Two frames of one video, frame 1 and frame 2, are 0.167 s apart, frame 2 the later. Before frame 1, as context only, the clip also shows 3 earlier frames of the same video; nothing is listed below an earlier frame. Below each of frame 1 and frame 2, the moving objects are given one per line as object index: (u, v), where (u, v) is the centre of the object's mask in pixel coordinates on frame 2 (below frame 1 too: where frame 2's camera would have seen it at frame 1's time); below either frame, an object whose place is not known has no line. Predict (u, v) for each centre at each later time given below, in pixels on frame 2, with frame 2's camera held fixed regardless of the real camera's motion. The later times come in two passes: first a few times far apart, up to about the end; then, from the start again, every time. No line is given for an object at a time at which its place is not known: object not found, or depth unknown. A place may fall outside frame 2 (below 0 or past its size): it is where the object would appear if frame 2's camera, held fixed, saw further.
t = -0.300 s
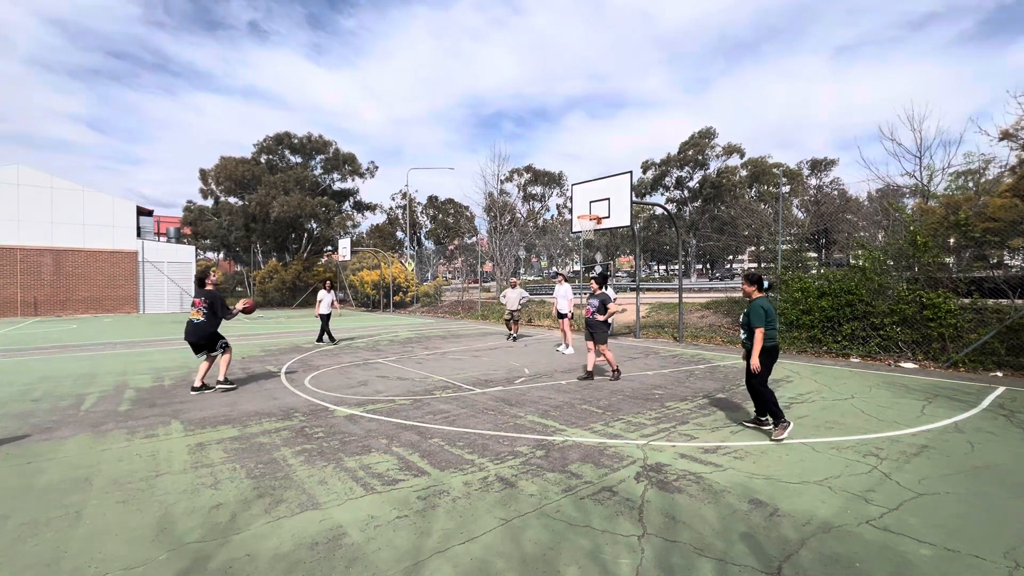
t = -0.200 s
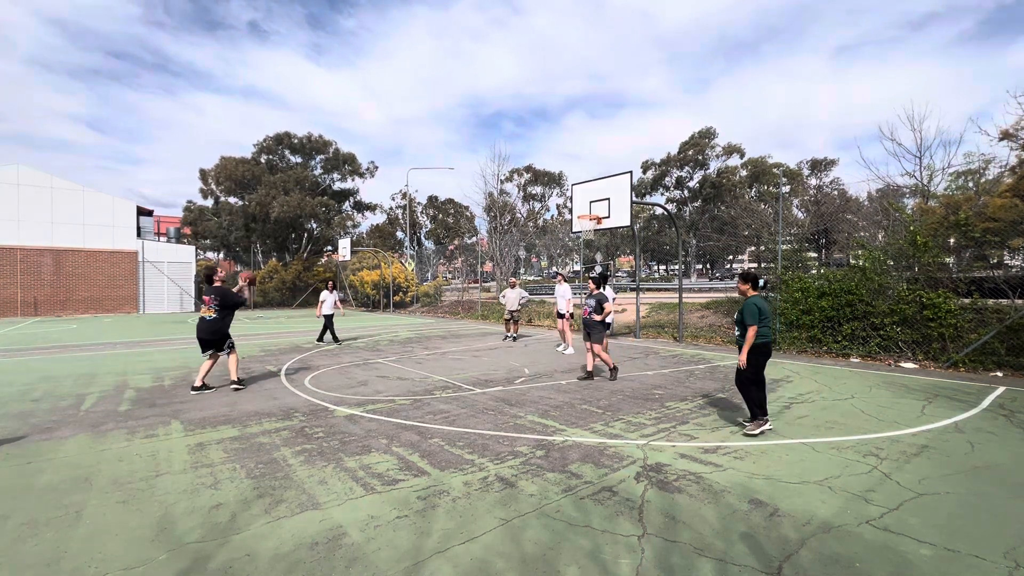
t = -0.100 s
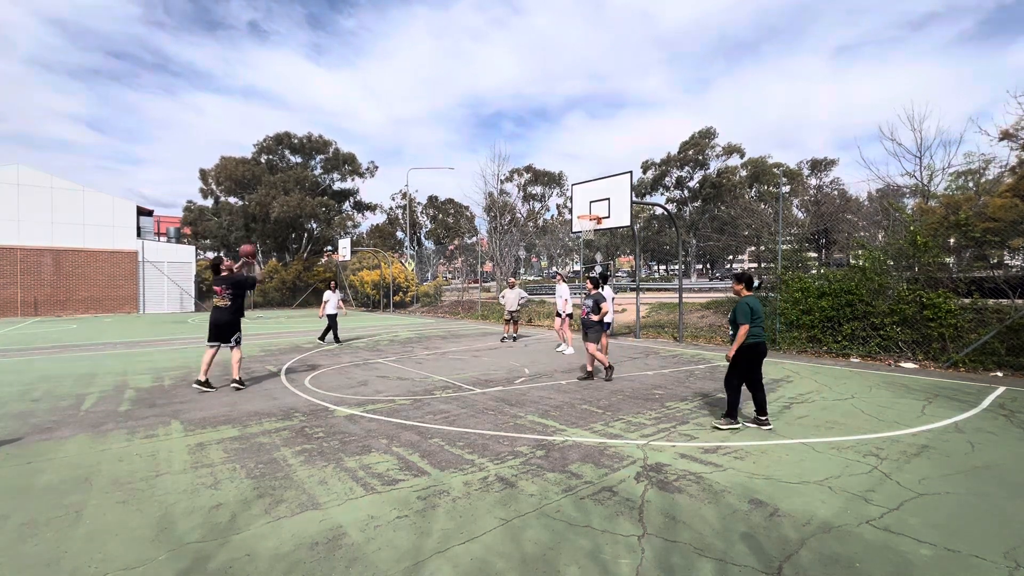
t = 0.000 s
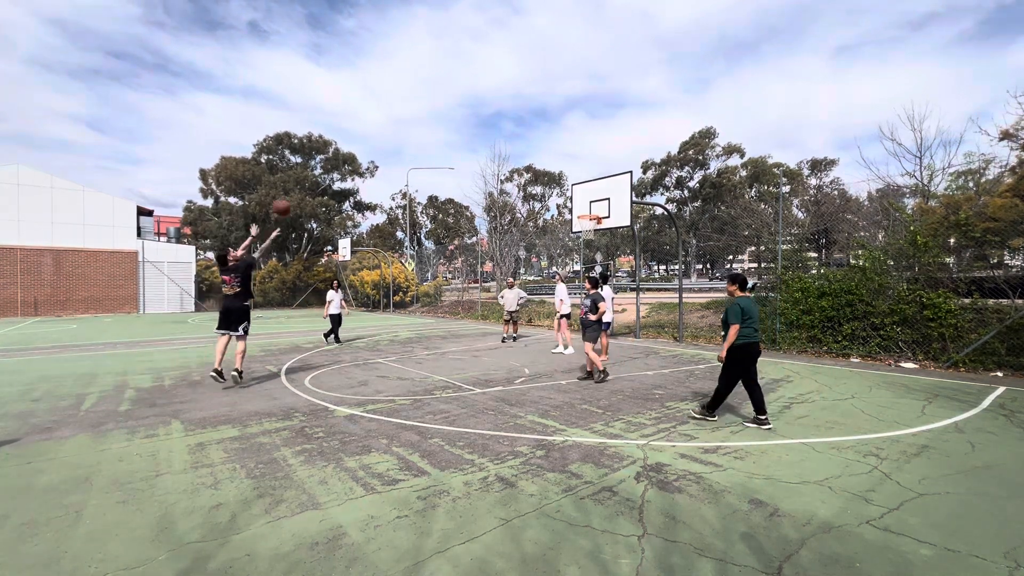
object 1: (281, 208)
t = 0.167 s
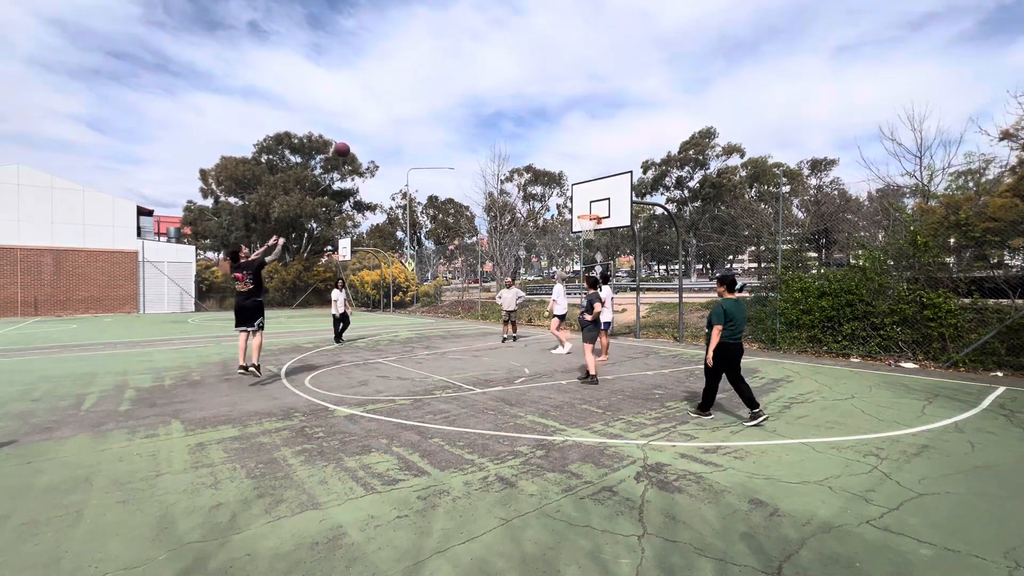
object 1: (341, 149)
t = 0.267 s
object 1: (374, 126)
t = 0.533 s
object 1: (450, 99)
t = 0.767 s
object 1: (504, 109)
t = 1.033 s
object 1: (557, 149)
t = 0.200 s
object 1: (353, 141)
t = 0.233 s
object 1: (364, 133)
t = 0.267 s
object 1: (374, 126)
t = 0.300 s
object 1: (384, 120)
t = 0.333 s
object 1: (394, 115)
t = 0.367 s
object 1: (404, 111)
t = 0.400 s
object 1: (414, 107)
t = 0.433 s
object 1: (423, 104)
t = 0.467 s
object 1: (432, 102)
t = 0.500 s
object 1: (441, 100)
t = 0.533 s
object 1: (450, 99)
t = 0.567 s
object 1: (458, 99)
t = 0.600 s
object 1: (466, 99)
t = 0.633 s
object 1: (474, 100)
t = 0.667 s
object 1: (482, 101)
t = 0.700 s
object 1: (490, 103)
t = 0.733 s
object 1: (497, 106)
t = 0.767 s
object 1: (504, 109)
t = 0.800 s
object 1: (511, 112)
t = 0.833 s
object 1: (518, 116)
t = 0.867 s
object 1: (525, 121)
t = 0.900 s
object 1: (532, 125)
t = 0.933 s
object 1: (538, 131)
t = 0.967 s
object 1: (544, 136)
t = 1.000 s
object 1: (551, 143)
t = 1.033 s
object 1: (557, 149)
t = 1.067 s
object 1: (562, 156)
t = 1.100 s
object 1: (568, 163)
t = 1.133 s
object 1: (574, 171)
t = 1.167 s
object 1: (579, 178)
